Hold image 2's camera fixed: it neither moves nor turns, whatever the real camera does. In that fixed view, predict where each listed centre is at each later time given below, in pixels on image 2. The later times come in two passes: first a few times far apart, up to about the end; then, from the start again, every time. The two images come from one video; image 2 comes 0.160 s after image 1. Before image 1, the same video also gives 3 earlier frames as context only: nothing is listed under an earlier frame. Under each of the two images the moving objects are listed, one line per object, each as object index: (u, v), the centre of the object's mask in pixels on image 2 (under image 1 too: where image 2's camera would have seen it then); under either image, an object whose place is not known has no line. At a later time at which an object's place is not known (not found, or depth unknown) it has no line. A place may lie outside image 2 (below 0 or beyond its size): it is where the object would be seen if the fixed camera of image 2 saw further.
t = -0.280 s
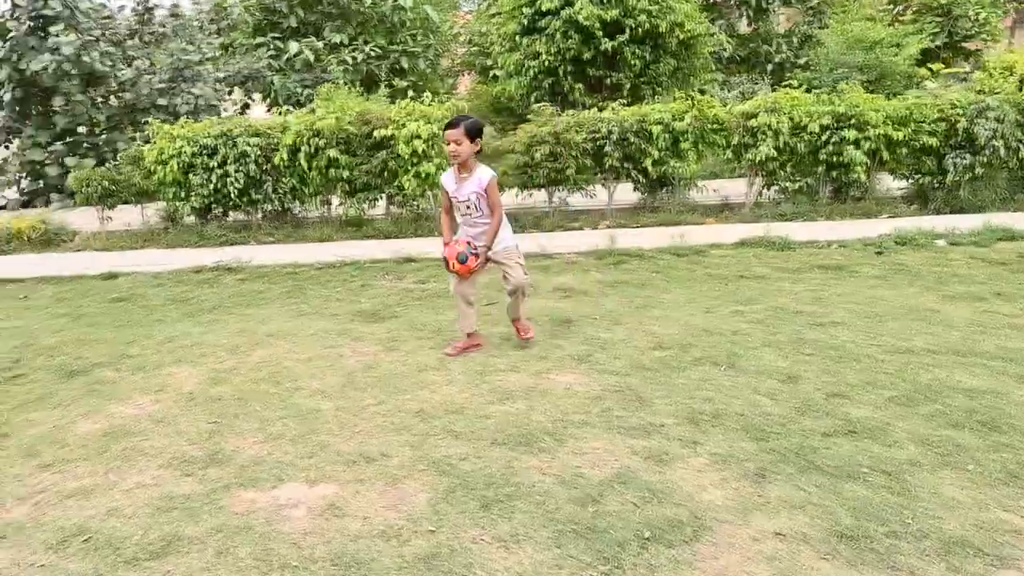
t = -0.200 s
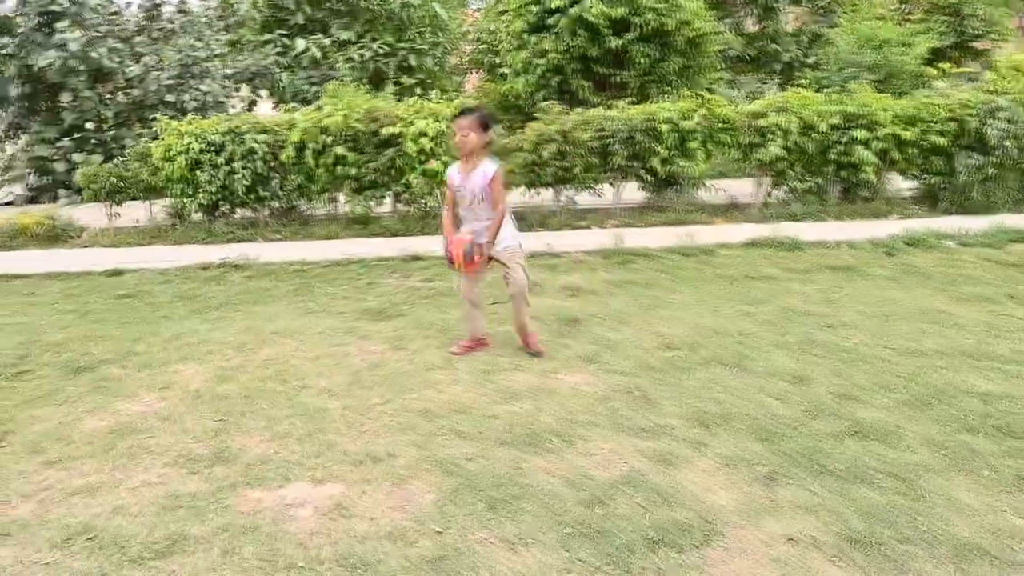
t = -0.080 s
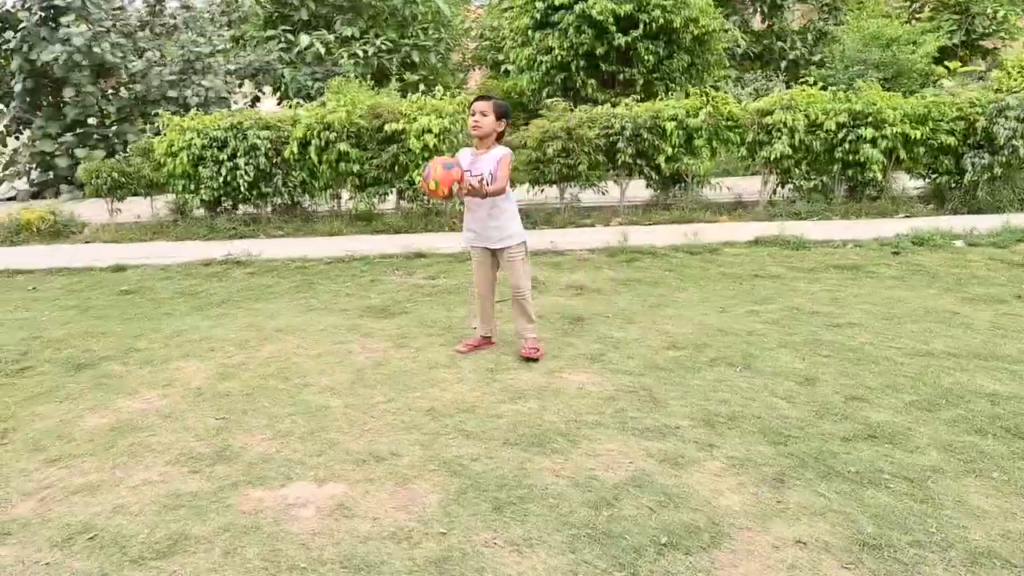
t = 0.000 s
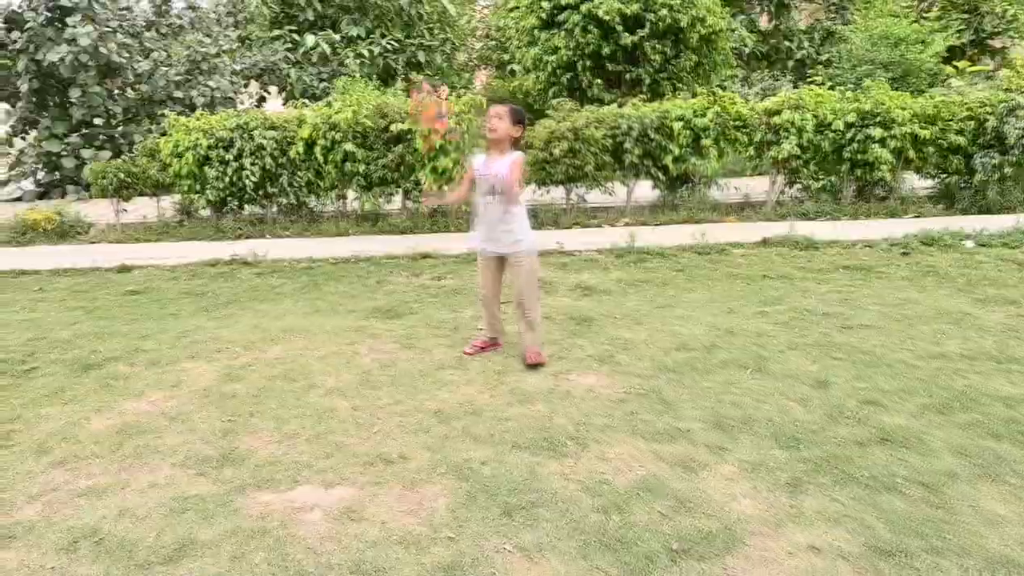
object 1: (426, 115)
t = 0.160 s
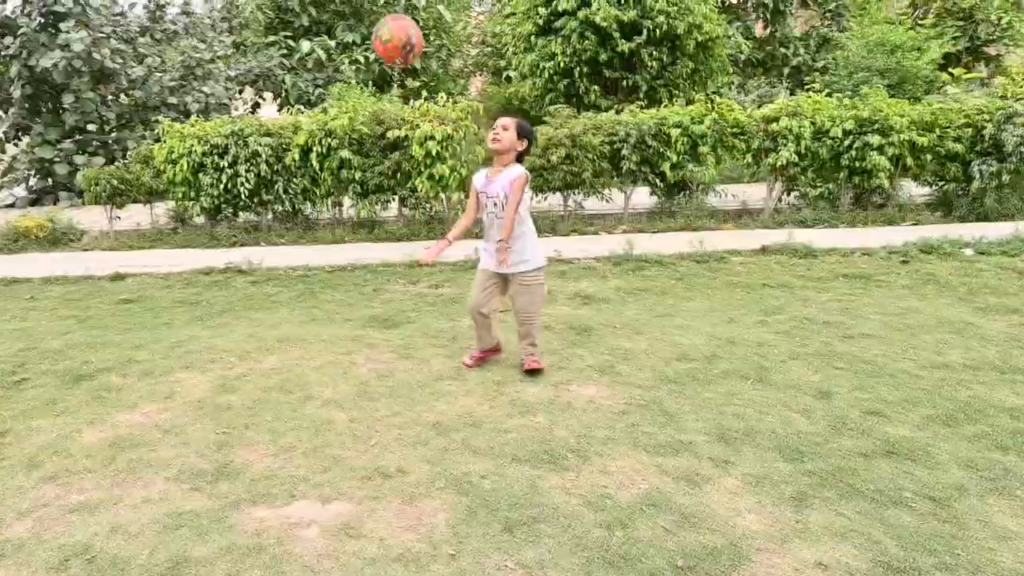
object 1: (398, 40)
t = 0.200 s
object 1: (389, 33)
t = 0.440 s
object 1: (344, 106)
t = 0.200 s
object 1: (389, 33)
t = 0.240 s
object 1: (381, 28)
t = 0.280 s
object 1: (373, 32)
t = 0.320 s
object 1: (365, 39)
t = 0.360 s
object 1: (357, 53)
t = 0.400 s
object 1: (350, 78)
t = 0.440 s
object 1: (344, 106)
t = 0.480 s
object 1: (336, 147)
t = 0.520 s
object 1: (329, 180)
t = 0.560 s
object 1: (324, 229)
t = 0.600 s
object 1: (317, 292)
